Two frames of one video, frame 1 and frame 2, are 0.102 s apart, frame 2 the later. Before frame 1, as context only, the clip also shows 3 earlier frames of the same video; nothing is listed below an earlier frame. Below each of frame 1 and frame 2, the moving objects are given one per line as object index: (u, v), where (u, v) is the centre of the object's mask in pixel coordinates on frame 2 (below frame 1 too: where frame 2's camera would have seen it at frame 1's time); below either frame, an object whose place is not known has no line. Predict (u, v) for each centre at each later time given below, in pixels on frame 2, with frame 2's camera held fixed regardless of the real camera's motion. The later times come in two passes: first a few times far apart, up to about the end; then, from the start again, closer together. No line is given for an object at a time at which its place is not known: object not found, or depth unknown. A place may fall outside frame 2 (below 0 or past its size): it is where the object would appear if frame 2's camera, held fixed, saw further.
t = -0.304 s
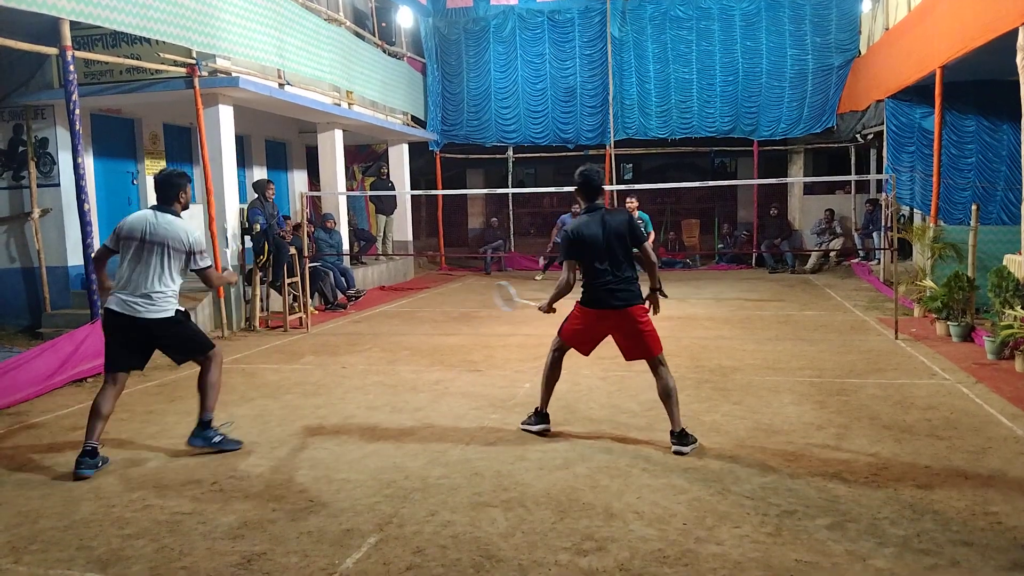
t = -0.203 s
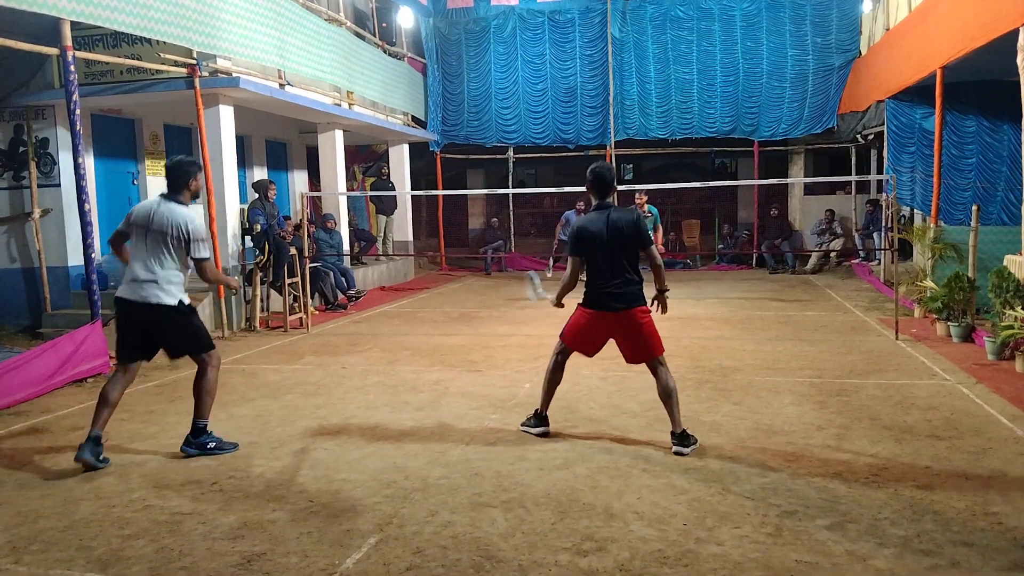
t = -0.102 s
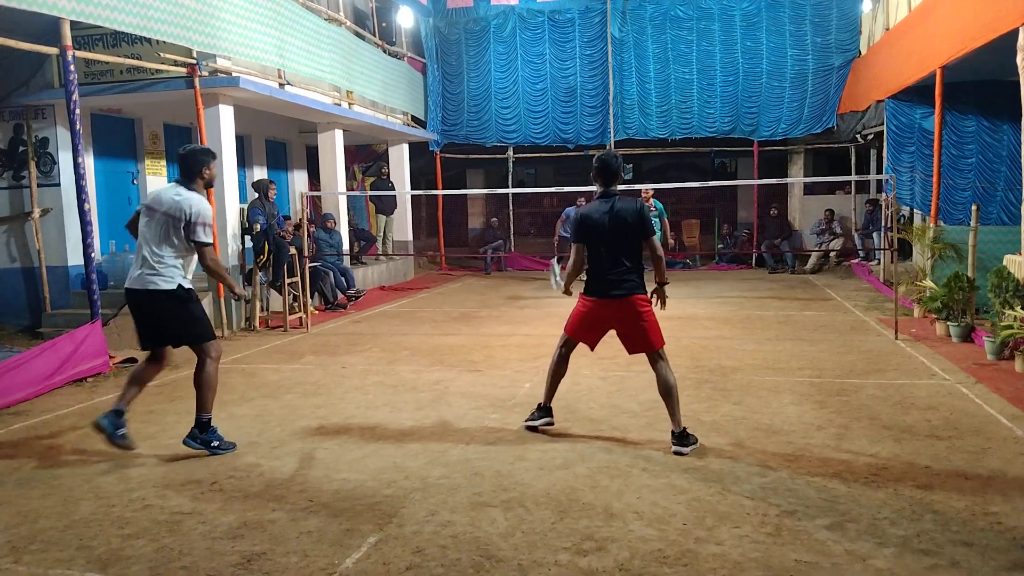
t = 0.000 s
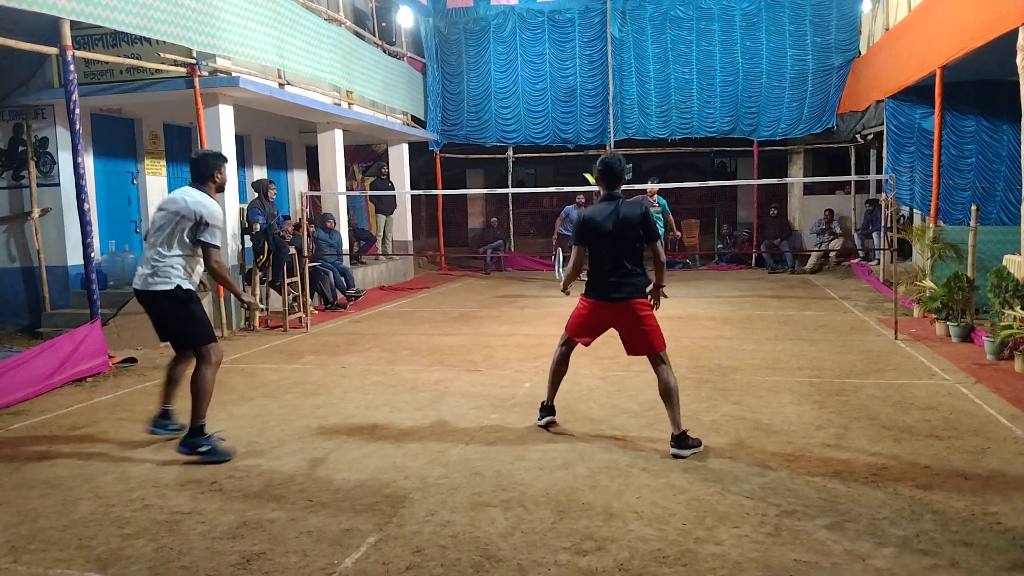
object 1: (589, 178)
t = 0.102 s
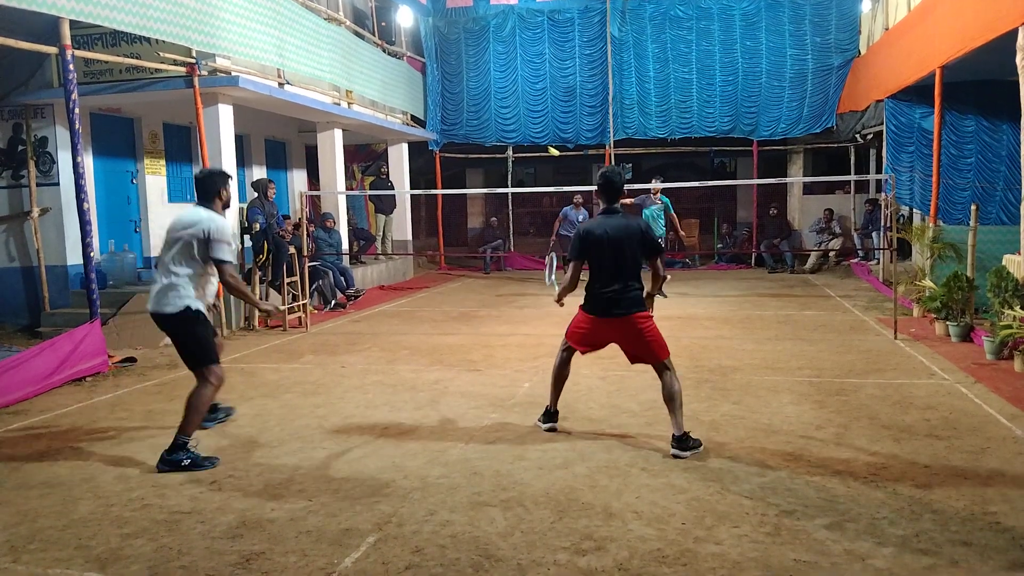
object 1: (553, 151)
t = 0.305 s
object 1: (490, 122)
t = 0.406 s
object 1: (460, 122)
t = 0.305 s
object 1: (490, 122)
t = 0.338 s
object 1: (479, 122)
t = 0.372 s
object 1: (470, 121)
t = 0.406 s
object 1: (460, 122)
